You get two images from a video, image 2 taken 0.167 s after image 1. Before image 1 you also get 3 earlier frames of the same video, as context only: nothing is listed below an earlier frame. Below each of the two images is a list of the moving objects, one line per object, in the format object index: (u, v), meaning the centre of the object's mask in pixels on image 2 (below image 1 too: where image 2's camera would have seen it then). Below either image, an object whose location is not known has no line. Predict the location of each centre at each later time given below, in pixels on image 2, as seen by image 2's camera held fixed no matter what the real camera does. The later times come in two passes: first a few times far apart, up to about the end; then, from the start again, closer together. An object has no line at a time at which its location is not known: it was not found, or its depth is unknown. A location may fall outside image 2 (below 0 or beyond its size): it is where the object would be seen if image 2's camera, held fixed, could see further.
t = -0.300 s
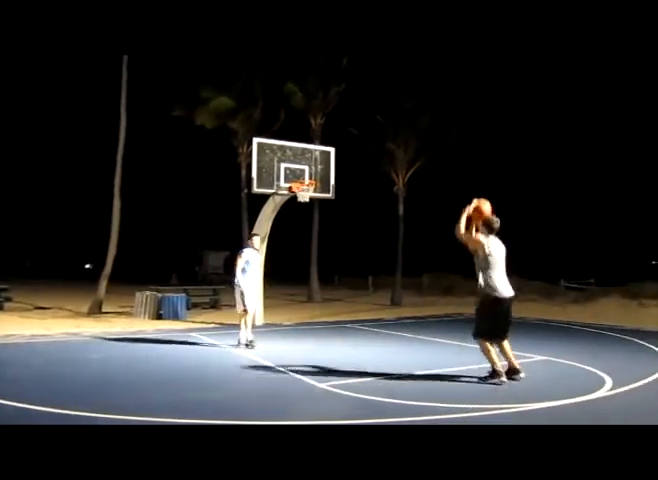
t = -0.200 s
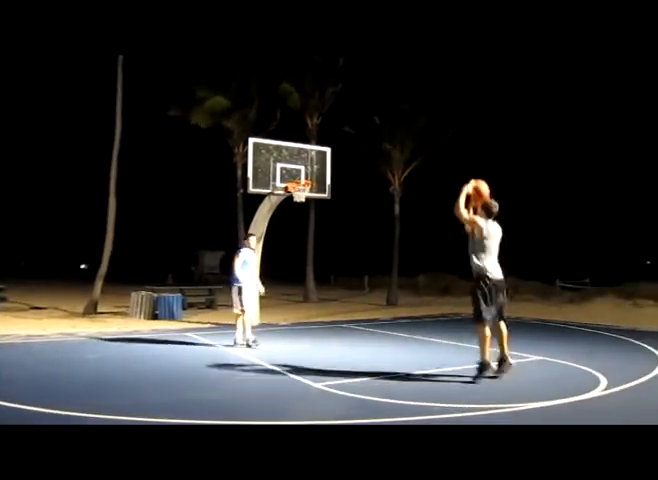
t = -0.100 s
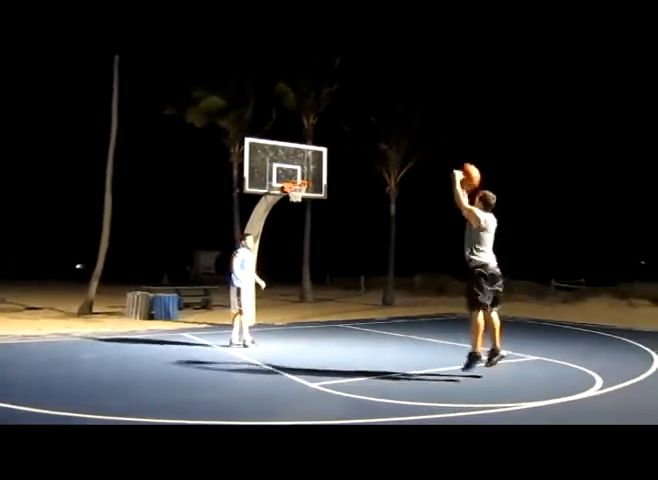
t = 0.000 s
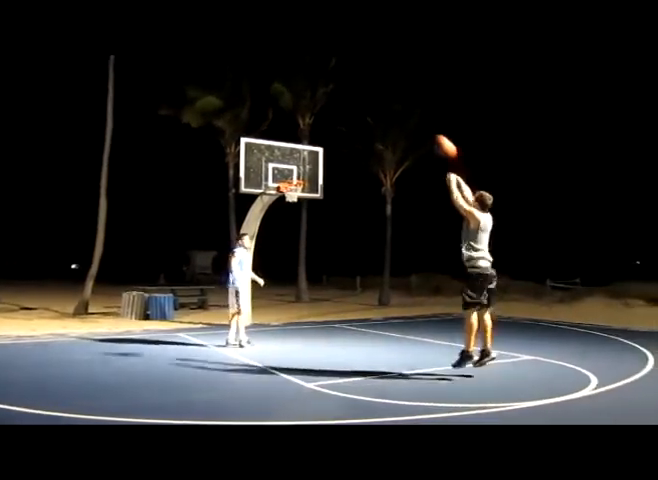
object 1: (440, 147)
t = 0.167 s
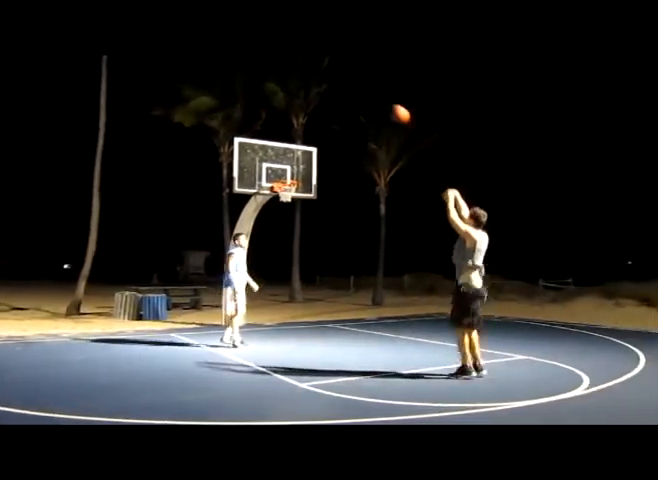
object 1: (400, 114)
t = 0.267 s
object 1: (382, 105)
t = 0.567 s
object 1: (340, 104)
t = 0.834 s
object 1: (311, 135)
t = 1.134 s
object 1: (282, 195)
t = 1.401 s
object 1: (279, 202)
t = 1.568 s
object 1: (279, 223)
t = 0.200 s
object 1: (394, 110)
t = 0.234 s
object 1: (388, 107)
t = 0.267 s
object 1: (382, 105)
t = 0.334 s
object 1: (371, 101)
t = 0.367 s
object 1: (366, 99)
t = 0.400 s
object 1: (361, 99)
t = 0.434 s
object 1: (357, 99)
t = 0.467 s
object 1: (352, 100)
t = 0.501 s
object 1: (348, 101)
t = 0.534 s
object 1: (344, 102)
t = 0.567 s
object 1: (340, 104)
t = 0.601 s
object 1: (335, 106)
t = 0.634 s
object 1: (332, 110)
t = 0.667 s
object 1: (328, 113)
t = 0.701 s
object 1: (325, 116)
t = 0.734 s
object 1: (321, 121)
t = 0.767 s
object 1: (318, 125)
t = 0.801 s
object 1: (314, 130)
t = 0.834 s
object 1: (311, 135)
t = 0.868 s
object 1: (308, 139)
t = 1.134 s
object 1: (282, 195)
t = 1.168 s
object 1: (281, 195)
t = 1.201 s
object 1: (282, 195)
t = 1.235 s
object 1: (281, 195)
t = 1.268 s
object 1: (281, 196)
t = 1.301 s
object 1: (282, 195)
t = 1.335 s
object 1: (282, 197)
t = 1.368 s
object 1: (281, 198)
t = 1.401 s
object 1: (279, 202)
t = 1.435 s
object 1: (279, 205)
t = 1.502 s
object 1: (280, 212)
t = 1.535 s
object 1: (280, 217)
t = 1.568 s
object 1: (279, 223)
